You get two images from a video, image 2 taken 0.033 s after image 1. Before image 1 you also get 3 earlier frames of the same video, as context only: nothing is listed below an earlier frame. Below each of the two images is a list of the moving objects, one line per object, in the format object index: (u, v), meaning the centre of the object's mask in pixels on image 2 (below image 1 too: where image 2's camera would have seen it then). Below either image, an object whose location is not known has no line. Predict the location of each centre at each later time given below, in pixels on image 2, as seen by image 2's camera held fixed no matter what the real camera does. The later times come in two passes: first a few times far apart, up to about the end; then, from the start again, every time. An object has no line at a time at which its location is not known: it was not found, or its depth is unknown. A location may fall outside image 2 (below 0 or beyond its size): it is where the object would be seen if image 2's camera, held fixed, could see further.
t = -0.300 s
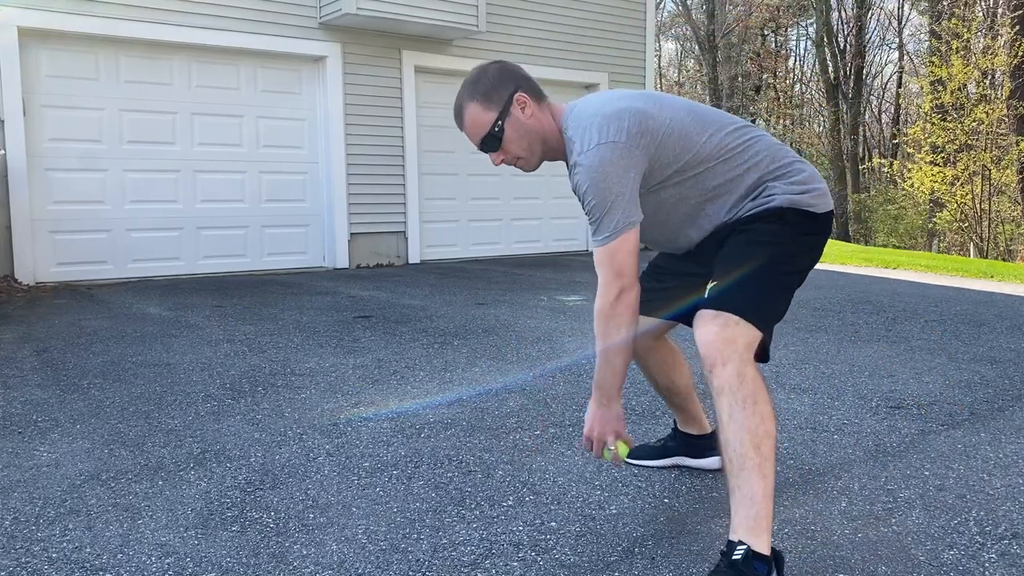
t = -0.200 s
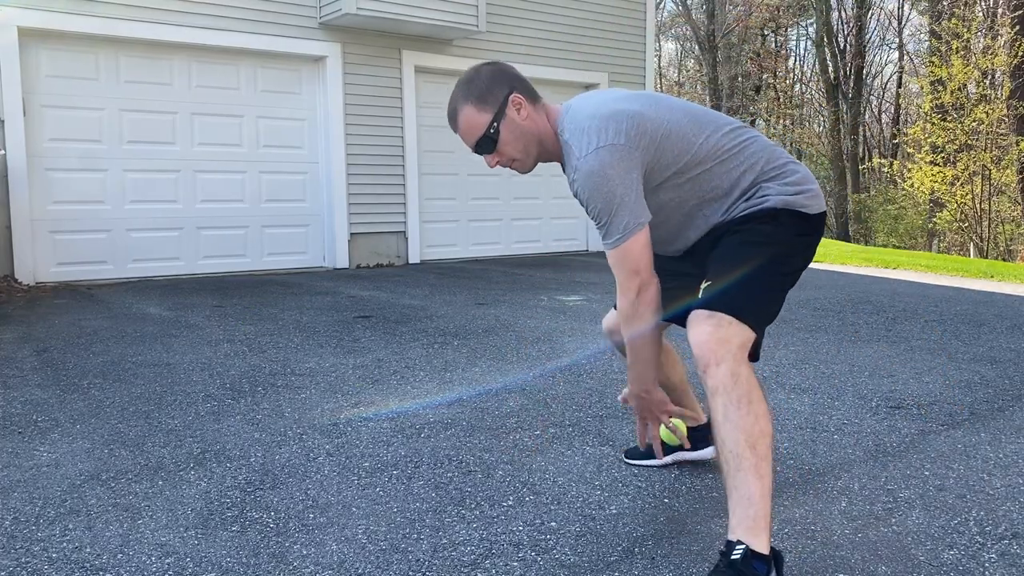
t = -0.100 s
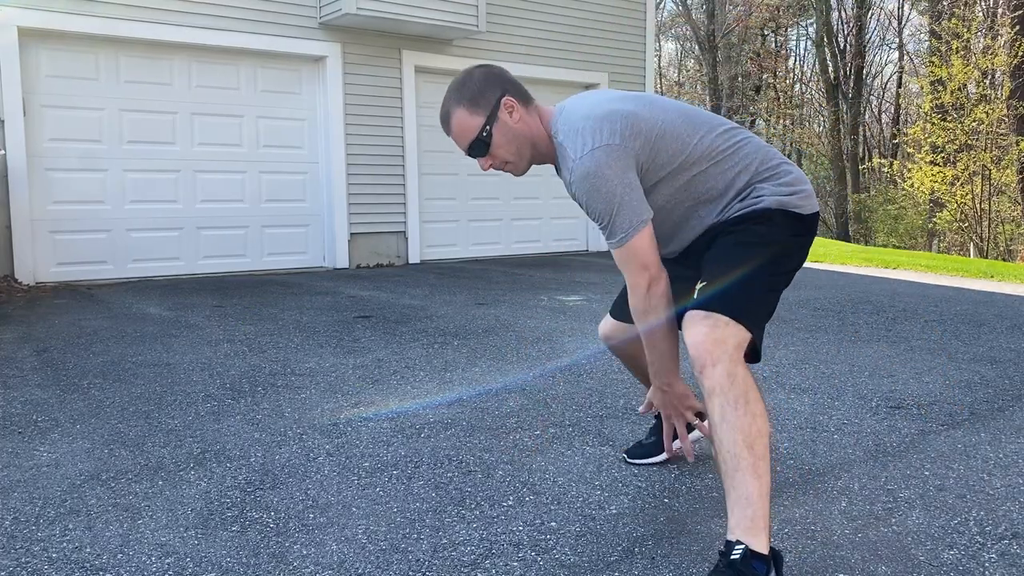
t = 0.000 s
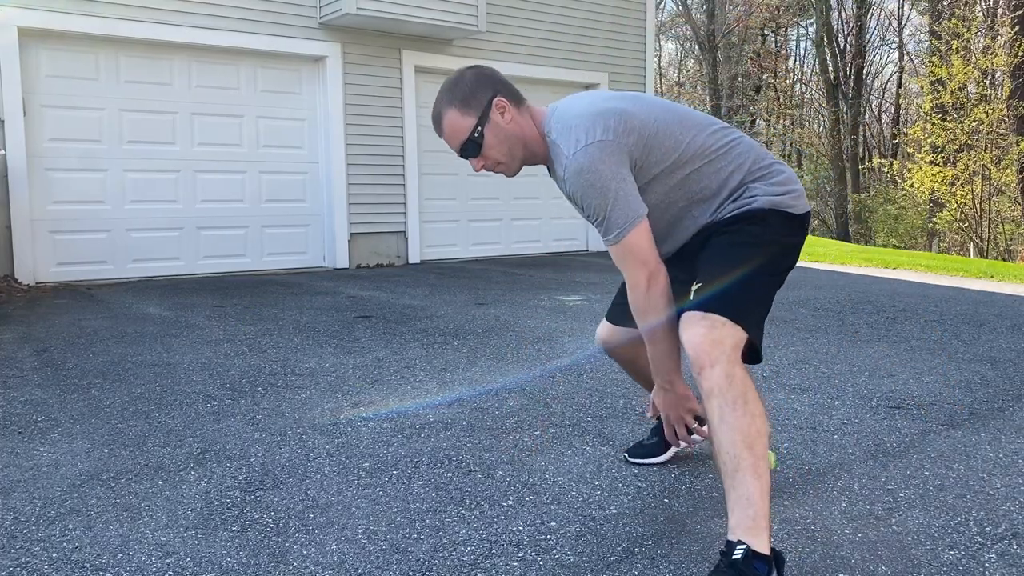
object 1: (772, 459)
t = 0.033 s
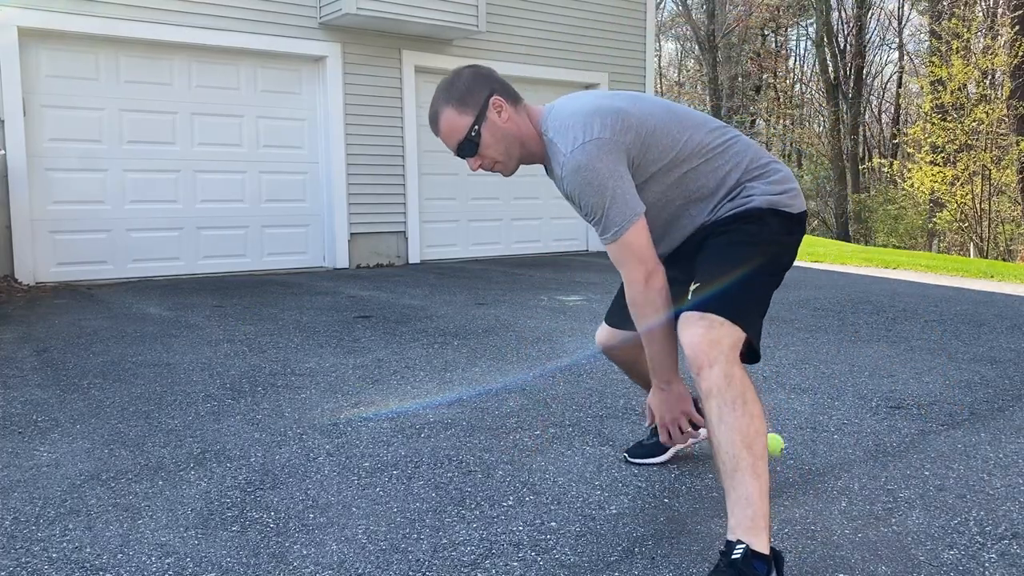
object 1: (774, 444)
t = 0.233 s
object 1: (820, 433)
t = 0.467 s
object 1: (878, 420)
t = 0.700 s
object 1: (934, 417)
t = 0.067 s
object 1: (780, 433)
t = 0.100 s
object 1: (788, 425)
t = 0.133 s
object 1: (797, 422)
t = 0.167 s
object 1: (804, 422)
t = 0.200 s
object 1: (812, 425)
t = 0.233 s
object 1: (820, 433)
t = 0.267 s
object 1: (827, 443)
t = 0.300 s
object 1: (834, 448)
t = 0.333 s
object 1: (843, 434)
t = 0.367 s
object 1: (853, 426)
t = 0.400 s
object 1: (861, 421)
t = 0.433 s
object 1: (869, 419)
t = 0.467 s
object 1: (878, 420)
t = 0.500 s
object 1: (885, 425)
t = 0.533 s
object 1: (894, 434)
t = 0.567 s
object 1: (902, 424)
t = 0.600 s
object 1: (910, 418)
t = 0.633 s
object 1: (918, 414)
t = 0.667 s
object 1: (926, 414)
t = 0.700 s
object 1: (934, 417)
